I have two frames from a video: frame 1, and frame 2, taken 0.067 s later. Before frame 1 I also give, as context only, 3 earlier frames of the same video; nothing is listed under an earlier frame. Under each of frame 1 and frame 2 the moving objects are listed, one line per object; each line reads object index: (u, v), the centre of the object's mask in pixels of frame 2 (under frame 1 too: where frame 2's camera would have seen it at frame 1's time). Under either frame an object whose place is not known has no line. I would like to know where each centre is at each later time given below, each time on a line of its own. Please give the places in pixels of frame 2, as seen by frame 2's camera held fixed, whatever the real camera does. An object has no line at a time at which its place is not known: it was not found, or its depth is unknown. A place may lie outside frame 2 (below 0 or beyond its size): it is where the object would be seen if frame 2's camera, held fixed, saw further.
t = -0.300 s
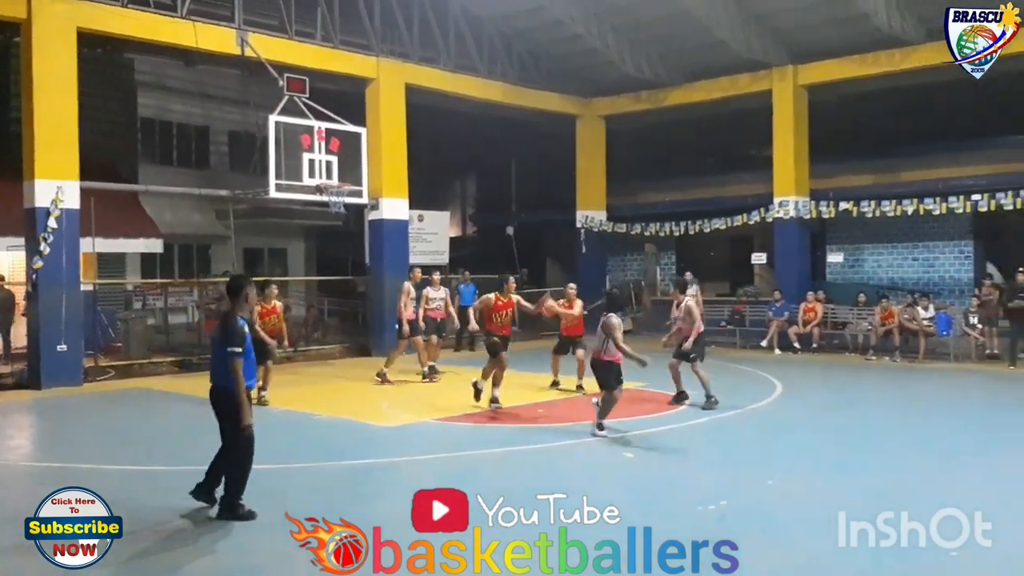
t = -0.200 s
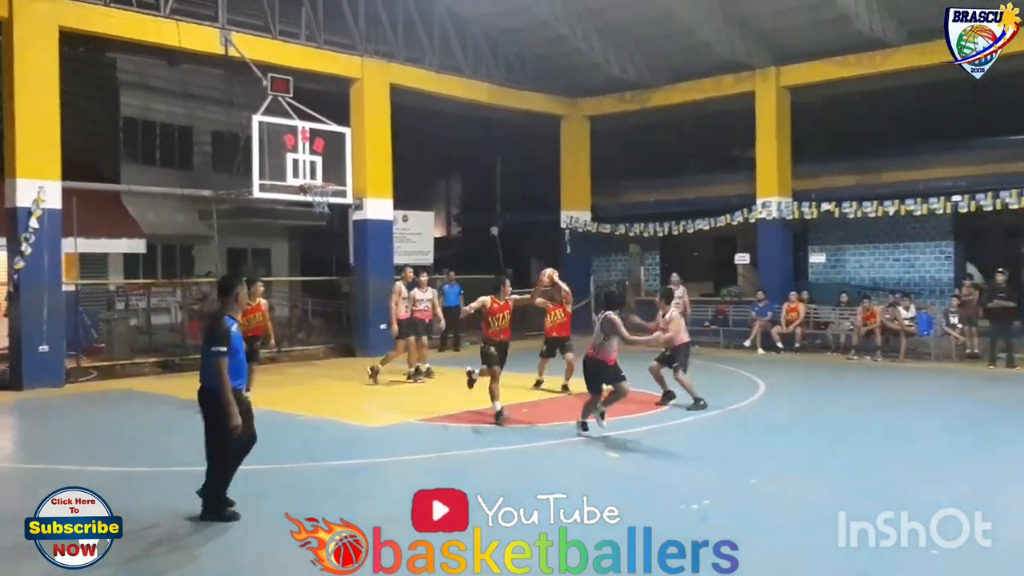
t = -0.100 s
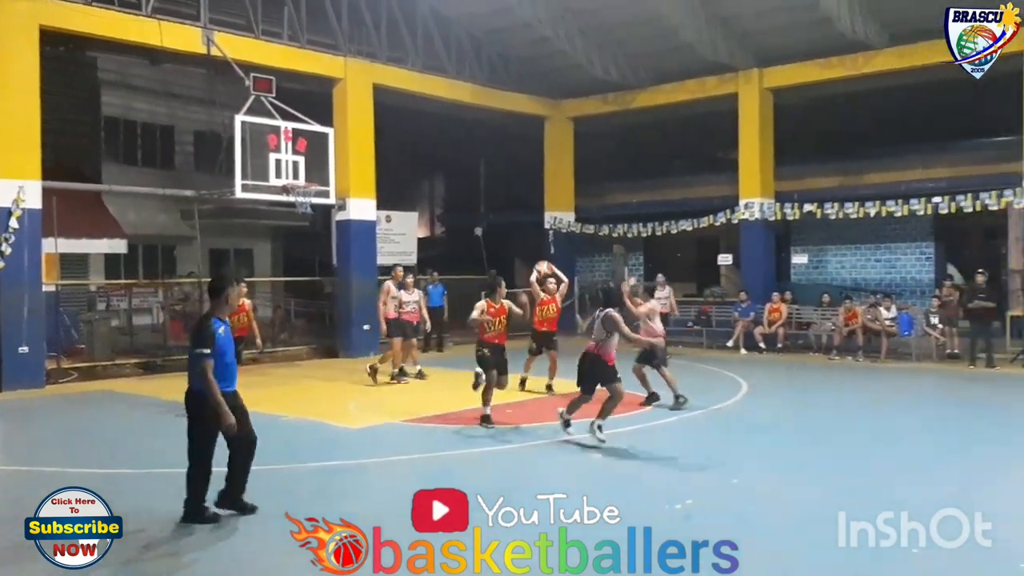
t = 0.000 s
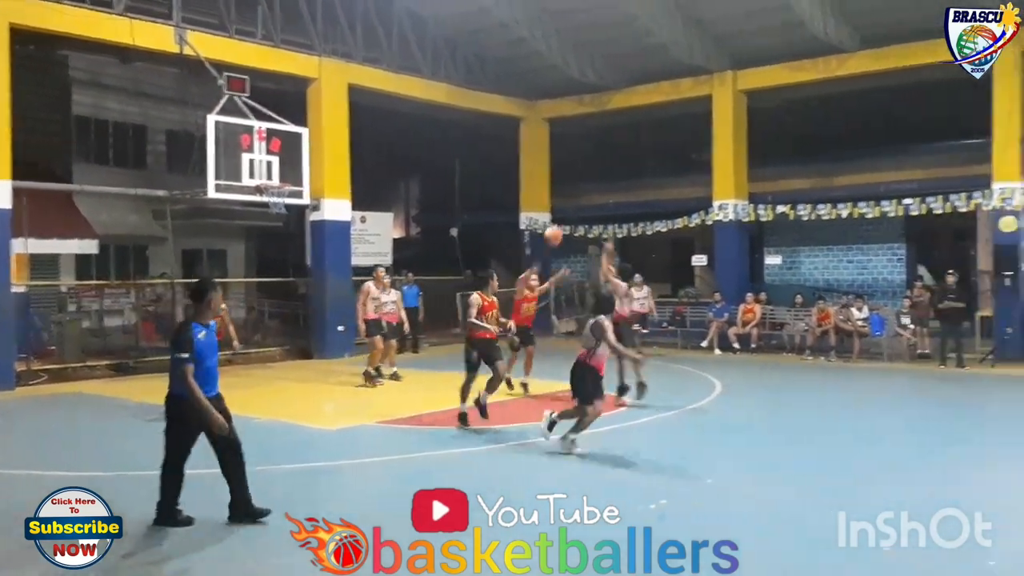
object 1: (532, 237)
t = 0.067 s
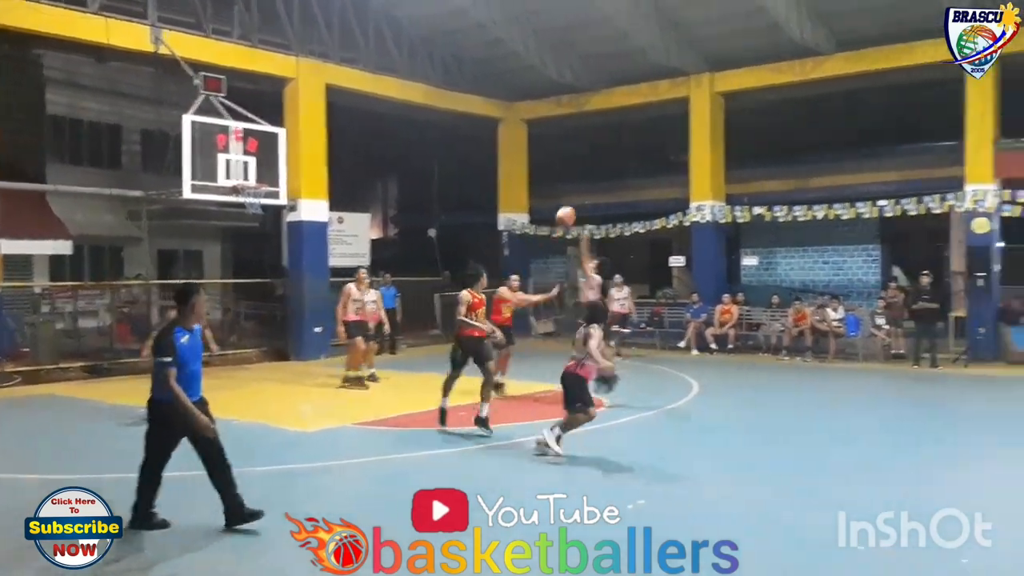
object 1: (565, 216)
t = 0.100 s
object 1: (582, 207)
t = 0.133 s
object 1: (599, 197)
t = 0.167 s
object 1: (620, 188)
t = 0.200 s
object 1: (640, 178)
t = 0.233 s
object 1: (663, 170)
